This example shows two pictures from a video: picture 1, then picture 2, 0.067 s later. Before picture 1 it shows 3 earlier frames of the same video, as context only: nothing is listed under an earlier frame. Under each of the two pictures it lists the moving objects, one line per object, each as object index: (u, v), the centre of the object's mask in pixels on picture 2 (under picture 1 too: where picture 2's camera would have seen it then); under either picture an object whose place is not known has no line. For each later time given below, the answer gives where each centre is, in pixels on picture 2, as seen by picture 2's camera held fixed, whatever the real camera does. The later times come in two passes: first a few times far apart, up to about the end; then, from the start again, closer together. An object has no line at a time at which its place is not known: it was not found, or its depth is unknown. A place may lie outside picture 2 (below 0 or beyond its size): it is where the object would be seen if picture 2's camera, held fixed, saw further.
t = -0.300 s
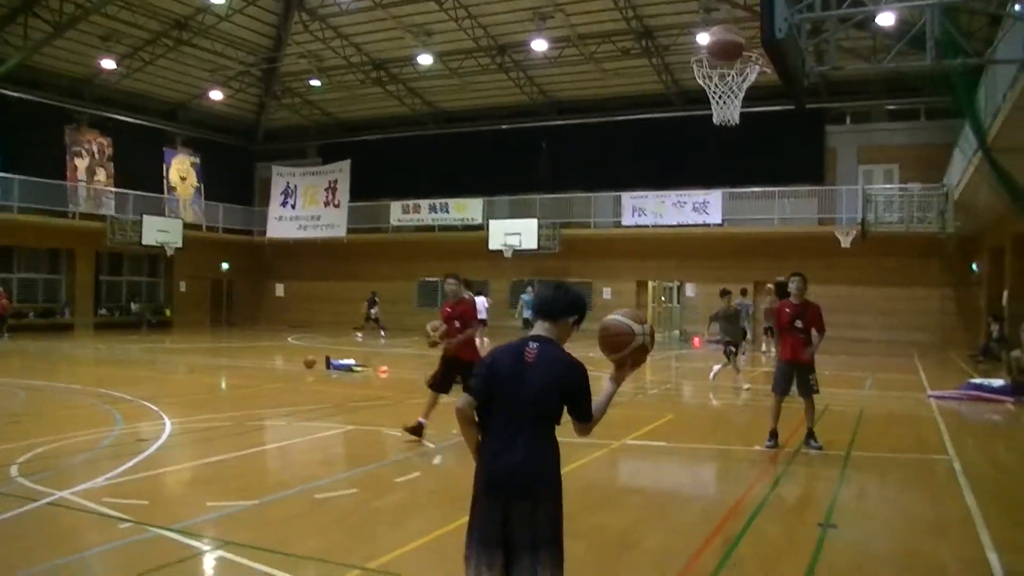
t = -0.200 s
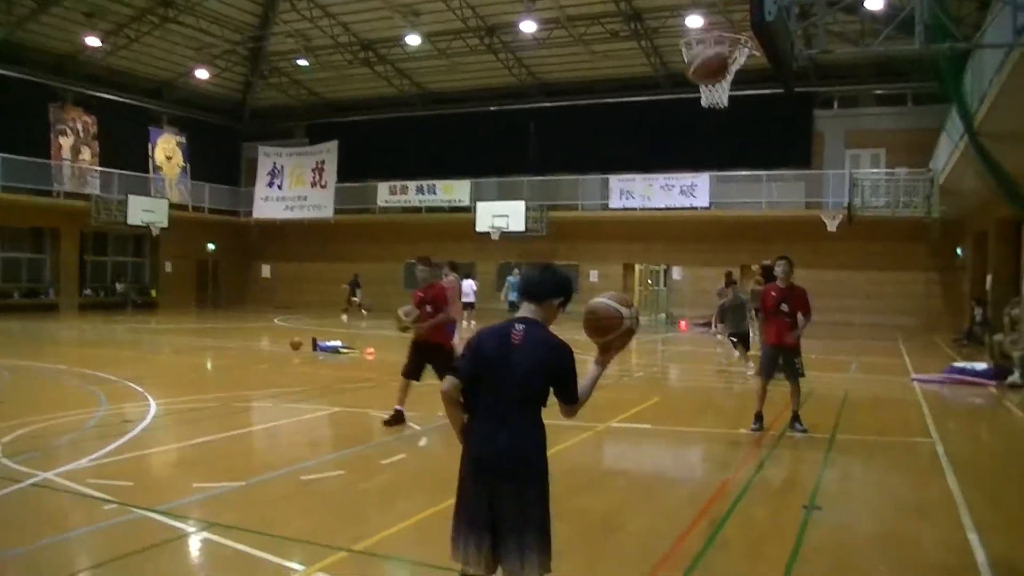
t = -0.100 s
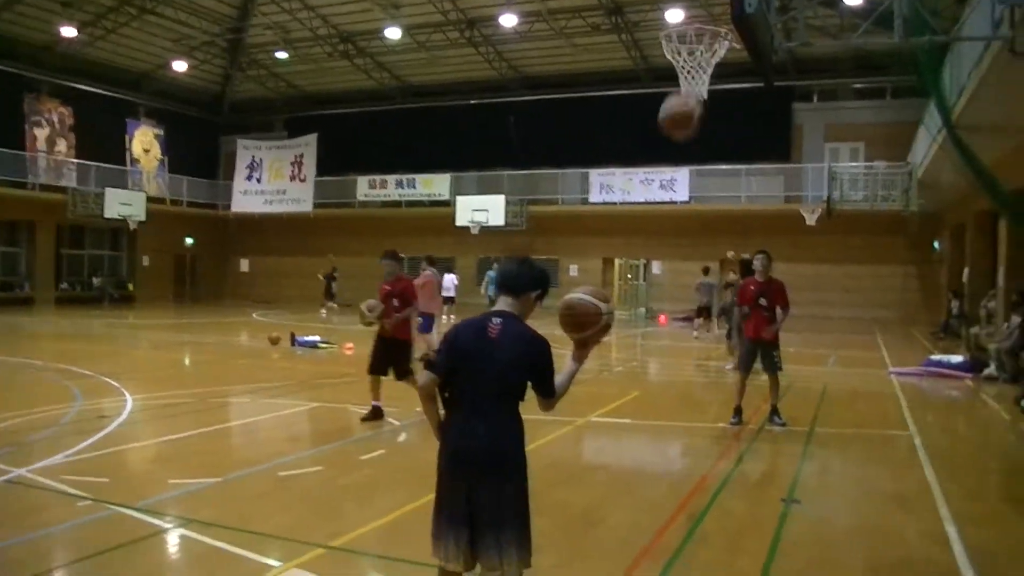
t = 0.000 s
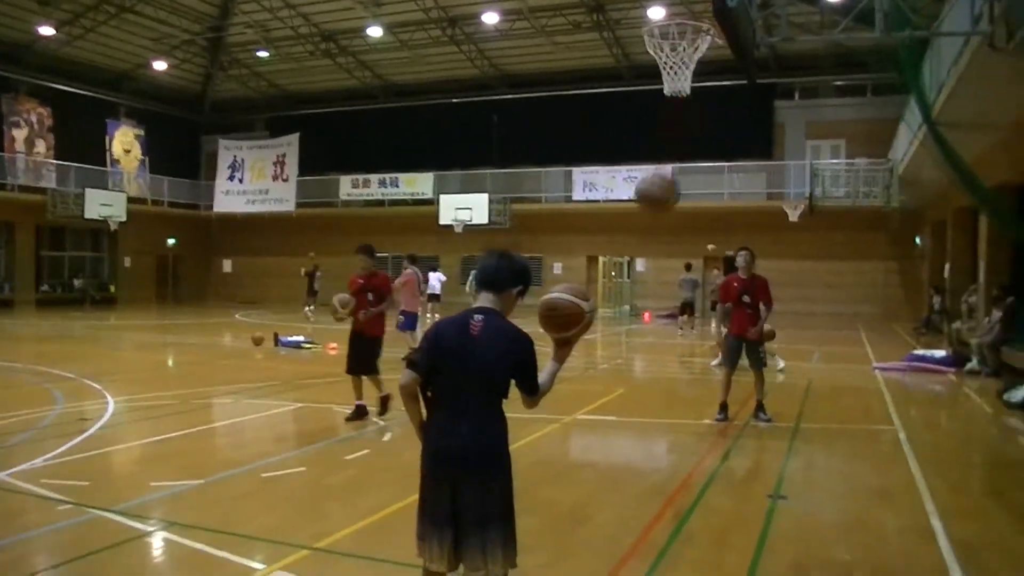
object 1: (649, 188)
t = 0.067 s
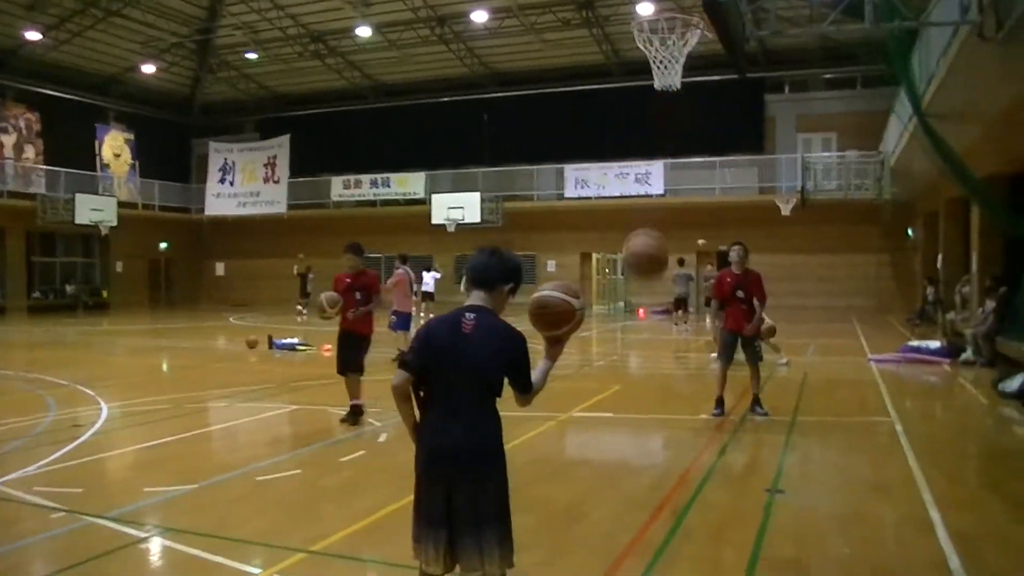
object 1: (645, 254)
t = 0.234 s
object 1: (634, 486)
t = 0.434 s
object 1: (624, 384)
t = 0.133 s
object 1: (642, 342)
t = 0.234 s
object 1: (634, 486)
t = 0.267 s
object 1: (632, 545)
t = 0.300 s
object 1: (631, 518)
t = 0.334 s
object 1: (630, 484)
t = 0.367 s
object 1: (628, 449)
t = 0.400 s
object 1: (626, 415)
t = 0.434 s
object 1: (624, 384)
